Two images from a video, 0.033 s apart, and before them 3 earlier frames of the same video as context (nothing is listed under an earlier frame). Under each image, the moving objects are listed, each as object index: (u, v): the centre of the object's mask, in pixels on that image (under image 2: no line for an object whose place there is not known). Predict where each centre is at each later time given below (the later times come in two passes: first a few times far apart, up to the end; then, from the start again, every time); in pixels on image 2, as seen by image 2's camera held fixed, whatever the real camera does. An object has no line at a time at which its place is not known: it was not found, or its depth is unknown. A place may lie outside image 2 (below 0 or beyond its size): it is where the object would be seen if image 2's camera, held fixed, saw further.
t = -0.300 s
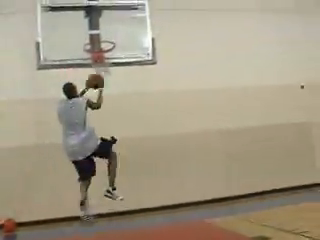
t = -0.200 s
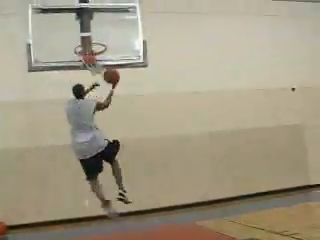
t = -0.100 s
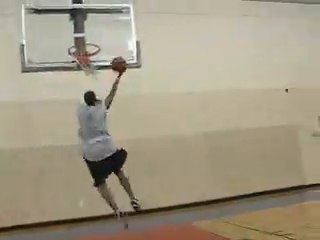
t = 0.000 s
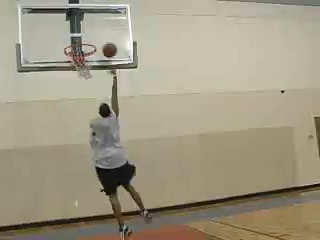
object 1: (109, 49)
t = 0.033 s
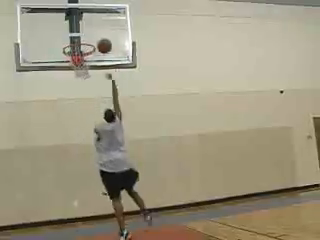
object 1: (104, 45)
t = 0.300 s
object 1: (89, 36)
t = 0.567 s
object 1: (77, 50)
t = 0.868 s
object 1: (78, 78)
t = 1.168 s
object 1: (95, 108)
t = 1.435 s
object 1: (114, 189)
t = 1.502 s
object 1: (121, 218)
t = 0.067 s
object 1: (100, 42)
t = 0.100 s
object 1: (96, 40)
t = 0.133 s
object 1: (95, 37)
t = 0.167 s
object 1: (94, 36)
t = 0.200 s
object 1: (92, 35)
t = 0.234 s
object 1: (91, 35)
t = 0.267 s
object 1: (90, 35)
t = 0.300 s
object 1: (89, 36)
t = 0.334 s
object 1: (88, 37)
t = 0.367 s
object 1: (87, 39)
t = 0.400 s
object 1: (85, 41)
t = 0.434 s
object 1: (84, 43)
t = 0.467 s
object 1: (83, 46)
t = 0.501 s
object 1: (81, 47)
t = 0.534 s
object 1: (79, 46)
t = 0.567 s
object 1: (77, 50)
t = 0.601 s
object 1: (70, 60)
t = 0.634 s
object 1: (70, 68)
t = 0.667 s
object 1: (70, 69)
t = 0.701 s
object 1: (70, 70)
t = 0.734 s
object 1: (71, 71)
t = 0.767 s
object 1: (71, 73)
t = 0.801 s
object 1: (73, 74)
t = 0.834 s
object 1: (76, 77)
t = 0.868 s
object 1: (78, 78)
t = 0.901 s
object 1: (80, 79)
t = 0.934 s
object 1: (82, 79)
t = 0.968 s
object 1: (83, 80)
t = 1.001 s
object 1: (85, 83)
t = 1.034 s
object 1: (87, 86)
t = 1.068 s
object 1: (89, 91)
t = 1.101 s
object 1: (90, 96)
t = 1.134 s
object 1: (92, 101)
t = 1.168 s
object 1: (95, 108)
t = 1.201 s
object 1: (96, 115)
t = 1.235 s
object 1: (99, 123)
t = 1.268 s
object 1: (101, 132)
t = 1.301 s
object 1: (104, 142)
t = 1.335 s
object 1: (106, 152)
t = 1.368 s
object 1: (108, 164)
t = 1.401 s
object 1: (111, 176)
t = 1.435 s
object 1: (114, 189)
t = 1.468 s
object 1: (117, 203)
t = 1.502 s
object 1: (121, 218)
